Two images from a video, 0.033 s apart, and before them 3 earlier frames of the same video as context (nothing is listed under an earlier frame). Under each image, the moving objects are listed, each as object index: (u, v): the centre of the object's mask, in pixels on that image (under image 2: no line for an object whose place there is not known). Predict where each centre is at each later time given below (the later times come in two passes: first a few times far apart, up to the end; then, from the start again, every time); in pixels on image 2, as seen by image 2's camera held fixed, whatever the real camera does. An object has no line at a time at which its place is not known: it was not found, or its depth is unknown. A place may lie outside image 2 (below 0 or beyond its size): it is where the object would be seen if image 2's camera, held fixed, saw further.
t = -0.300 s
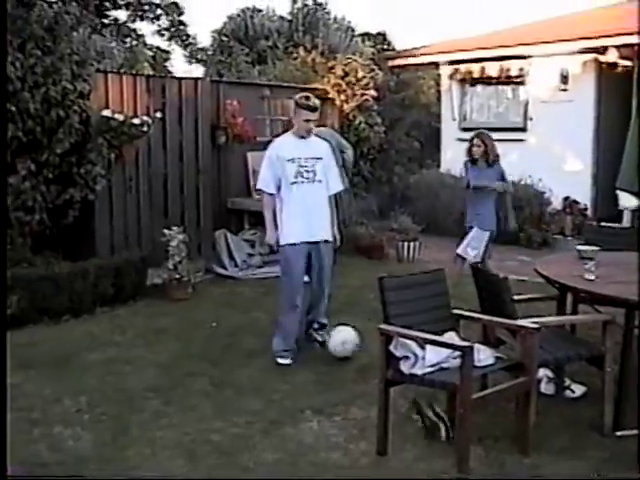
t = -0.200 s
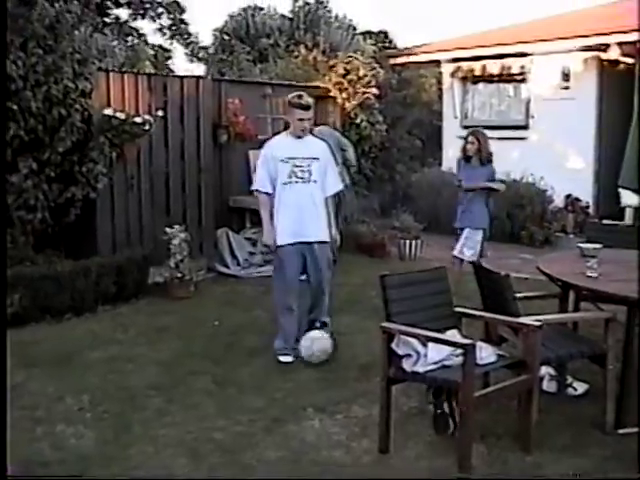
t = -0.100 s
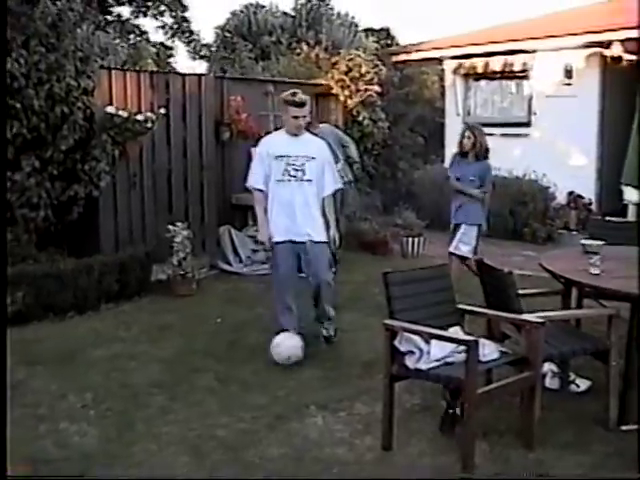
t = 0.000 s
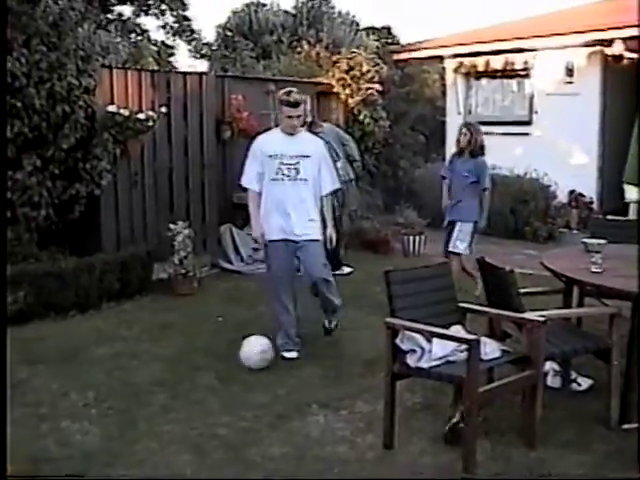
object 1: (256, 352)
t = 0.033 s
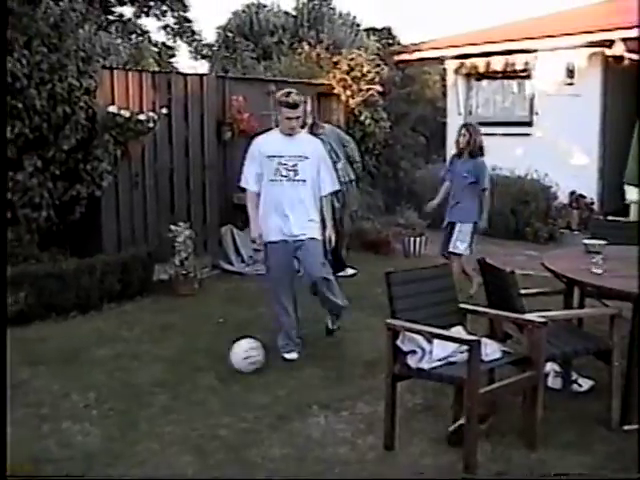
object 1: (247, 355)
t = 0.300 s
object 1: (165, 362)
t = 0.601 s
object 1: (76, 374)
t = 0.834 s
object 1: (6, 384)
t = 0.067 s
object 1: (237, 355)
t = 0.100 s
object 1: (227, 356)
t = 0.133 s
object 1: (217, 358)
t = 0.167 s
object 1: (206, 360)
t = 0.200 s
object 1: (196, 360)
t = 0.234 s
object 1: (186, 361)
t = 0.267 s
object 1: (175, 363)
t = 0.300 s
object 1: (165, 362)
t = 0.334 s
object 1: (156, 363)
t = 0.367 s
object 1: (146, 364)
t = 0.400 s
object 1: (136, 366)
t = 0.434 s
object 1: (126, 366)
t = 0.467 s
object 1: (116, 368)
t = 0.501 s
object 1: (106, 370)
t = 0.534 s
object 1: (96, 371)
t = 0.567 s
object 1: (86, 372)
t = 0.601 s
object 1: (76, 374)
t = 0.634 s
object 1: (65, 376)
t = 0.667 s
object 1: (55, 377)
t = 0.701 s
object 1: (45, 379)
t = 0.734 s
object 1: (35, 379)
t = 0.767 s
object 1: (25, 380)
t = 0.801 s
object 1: (15, 382)
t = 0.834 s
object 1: (6, 384)
